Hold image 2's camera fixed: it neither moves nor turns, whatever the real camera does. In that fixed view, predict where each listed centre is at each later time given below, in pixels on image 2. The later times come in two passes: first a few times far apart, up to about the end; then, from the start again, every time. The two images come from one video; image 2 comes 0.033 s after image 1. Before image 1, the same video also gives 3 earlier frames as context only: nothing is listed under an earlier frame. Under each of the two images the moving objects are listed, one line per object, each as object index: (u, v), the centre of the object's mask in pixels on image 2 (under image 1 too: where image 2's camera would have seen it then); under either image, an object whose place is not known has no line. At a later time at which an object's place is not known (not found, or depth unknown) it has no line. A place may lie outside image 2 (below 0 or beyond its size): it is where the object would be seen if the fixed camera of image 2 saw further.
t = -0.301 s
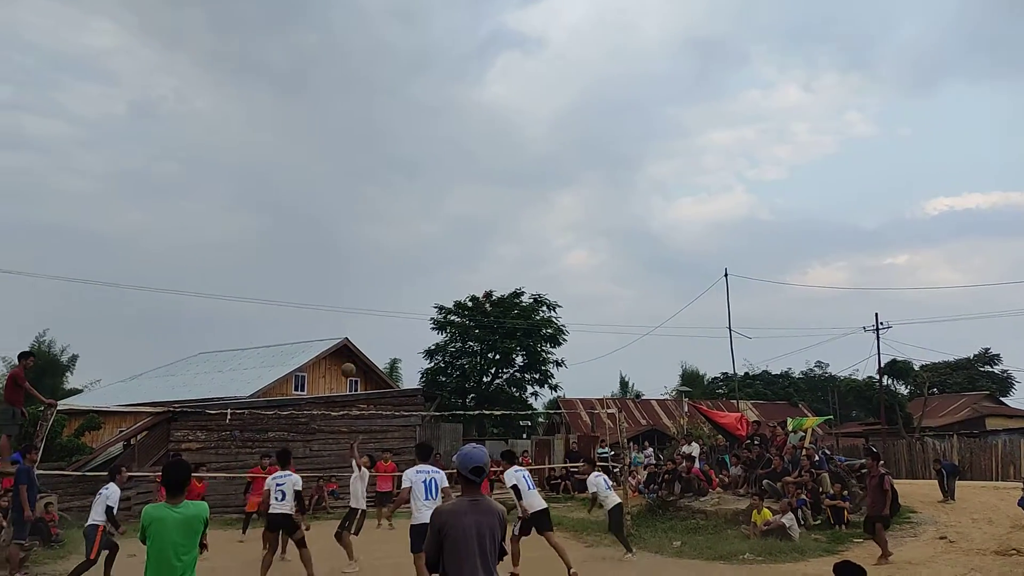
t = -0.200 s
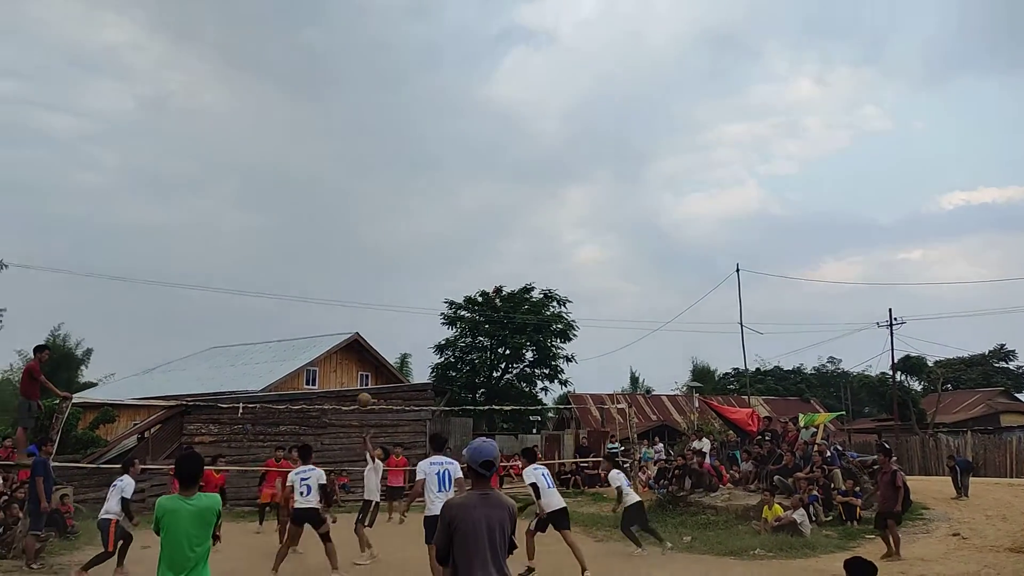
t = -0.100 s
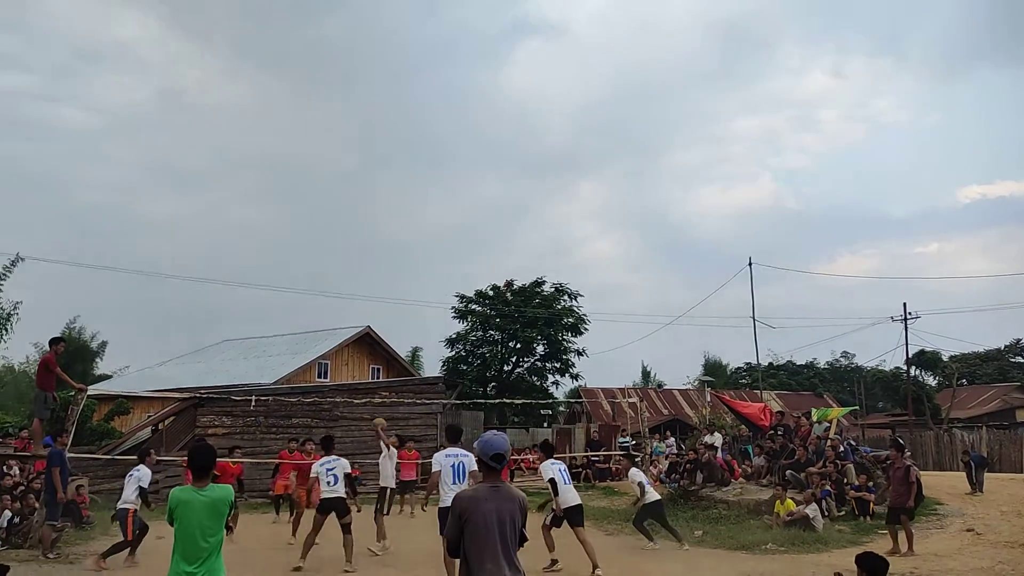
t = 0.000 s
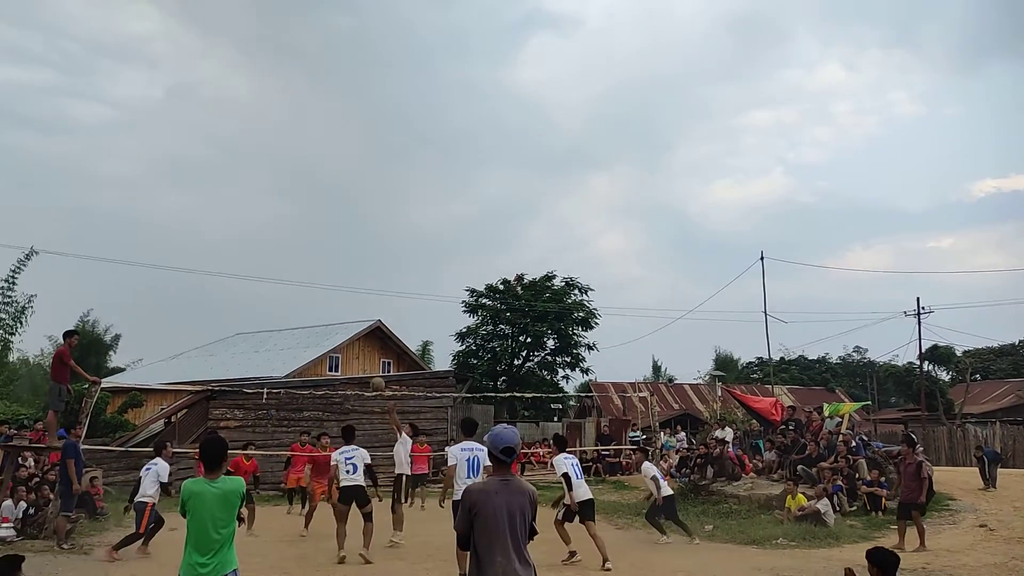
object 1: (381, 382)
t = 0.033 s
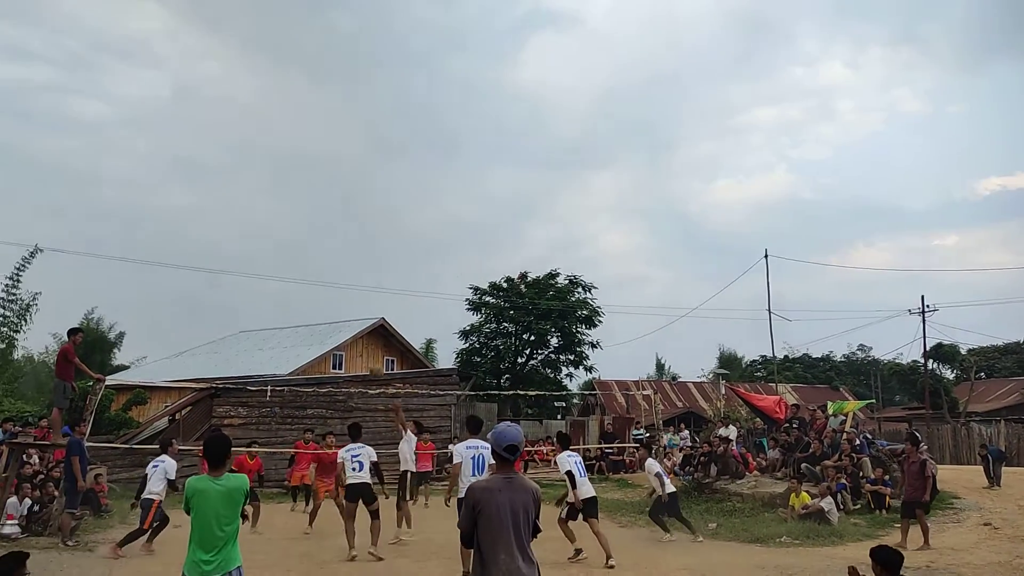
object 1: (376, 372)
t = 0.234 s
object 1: (348, 322)
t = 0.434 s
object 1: (318, 298)
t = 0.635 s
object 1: (288, 299)
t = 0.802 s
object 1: (261, 320)
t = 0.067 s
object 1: (372, 362)
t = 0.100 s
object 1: (367, 352)
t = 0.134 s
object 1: (363, 344)
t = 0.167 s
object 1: (357, 336)
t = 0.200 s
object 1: (353, 329)
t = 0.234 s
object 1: (348, 322)
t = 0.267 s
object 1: (343, 316)
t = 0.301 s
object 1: (338, 311)
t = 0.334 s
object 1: (333, 307)
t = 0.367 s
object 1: (328, 304)
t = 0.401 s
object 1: (323, 301)
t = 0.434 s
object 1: (318, 298)
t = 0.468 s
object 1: (313, 297)
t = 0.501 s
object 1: (309, 296)
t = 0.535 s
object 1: (304, 296)
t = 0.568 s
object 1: (299, 296)
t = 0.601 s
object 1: (293, 297)
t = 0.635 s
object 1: (288, 299)
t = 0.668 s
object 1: (283, 302)
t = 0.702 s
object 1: (277, 306)
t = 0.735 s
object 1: (272, 310)
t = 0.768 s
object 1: (267, 315)
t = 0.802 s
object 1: (261, 320)
